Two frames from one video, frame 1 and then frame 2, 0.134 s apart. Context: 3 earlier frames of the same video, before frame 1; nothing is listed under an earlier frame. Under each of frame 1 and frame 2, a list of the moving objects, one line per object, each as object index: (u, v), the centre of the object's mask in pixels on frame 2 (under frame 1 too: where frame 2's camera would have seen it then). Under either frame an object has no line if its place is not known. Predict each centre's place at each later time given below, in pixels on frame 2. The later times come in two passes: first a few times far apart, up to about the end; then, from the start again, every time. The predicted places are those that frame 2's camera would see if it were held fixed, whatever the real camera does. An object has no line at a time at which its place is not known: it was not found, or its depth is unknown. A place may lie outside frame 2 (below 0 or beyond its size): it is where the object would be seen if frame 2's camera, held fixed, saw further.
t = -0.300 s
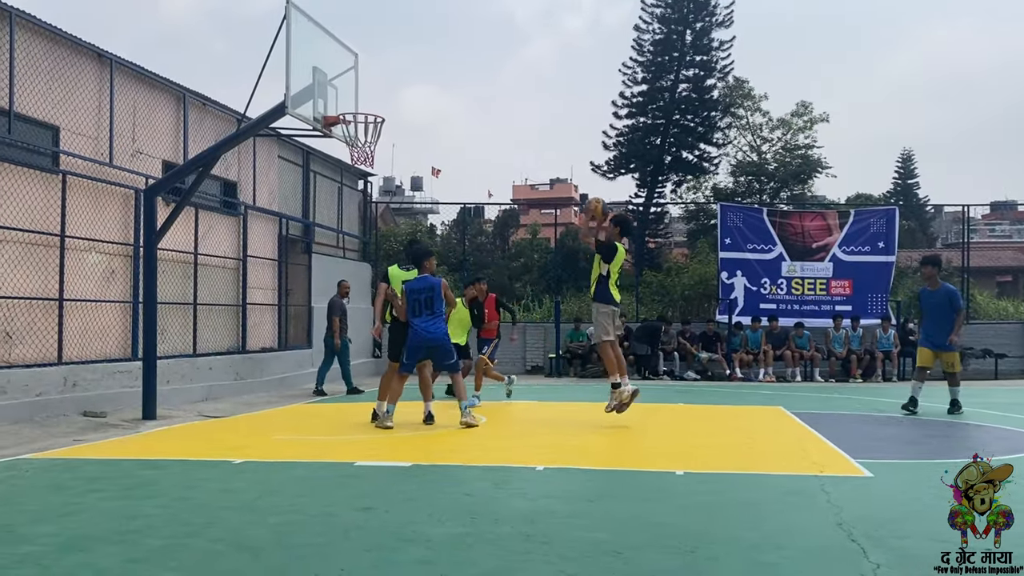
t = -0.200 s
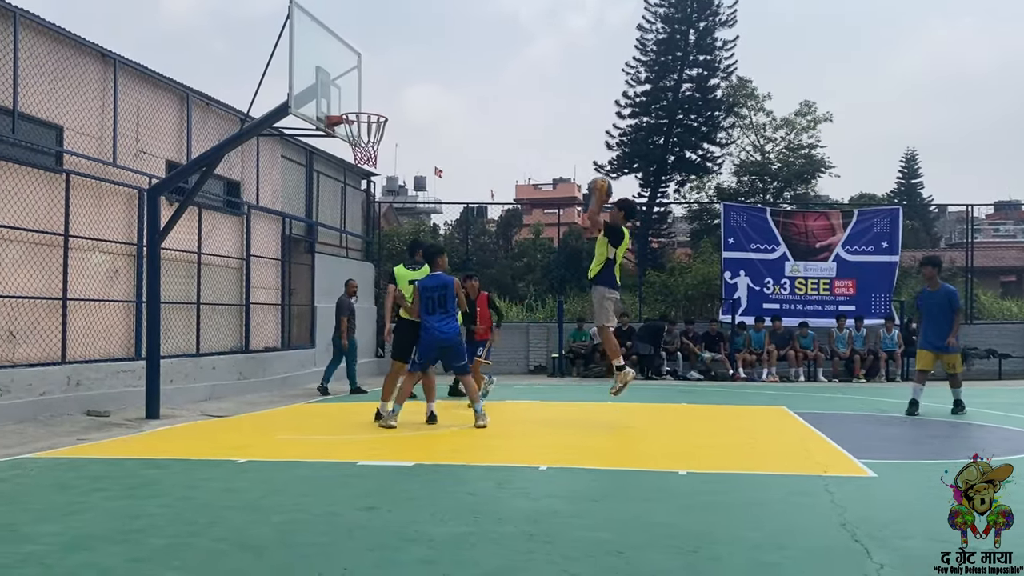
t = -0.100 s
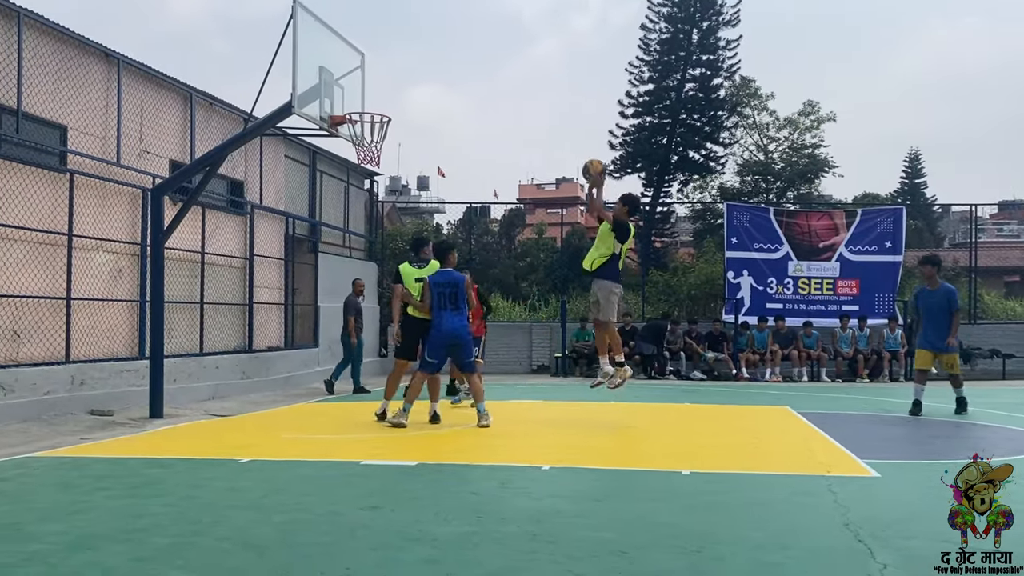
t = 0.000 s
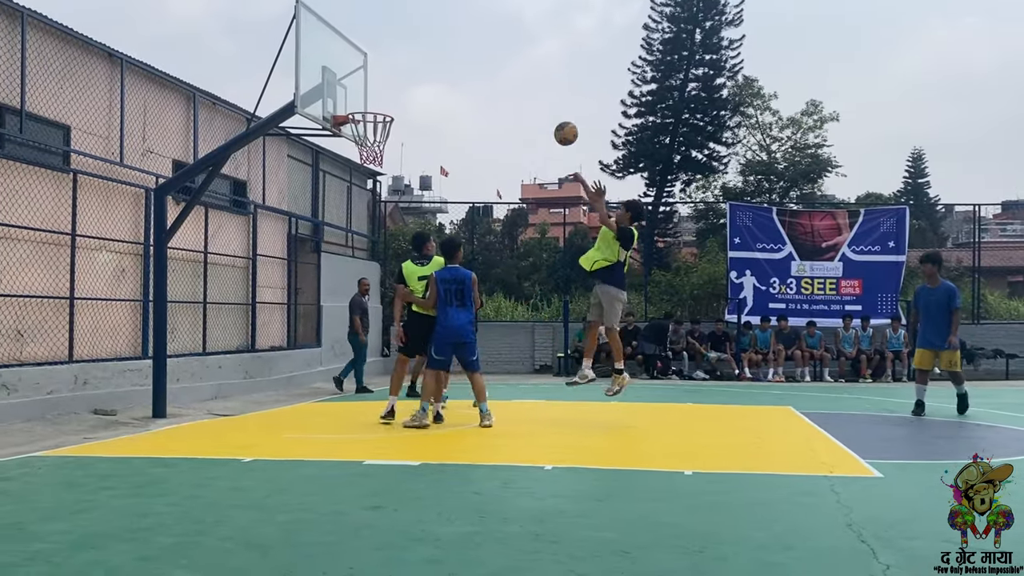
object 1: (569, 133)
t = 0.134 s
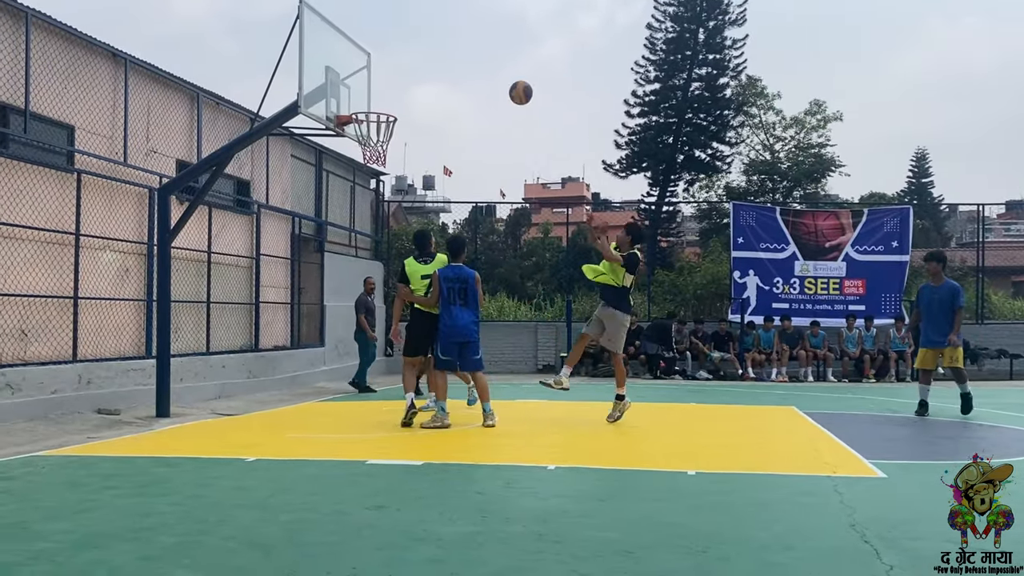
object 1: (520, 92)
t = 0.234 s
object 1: (485, 74)
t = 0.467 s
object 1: (406, 69)
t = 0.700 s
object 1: (364, 111)
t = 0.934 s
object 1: (396, 136)
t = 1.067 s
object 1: (395, 143)
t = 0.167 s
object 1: (509, 85)
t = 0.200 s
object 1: (497, 79)
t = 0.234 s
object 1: (485, 74)
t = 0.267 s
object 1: (474, 70)
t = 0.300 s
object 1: (462, 67)
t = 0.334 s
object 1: (451, 65)
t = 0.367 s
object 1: (439, 65)
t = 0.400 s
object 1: (428, 65)
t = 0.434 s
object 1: (417, 67)
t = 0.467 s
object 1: (406, 69)
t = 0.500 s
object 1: (395, 73)
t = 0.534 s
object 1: (384, 77)
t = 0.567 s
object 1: (373, 83)
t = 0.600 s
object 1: (362, 89)
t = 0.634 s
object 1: (351, 97)
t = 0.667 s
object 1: (356, 104)
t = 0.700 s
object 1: (364, 111)
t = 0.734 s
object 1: (373, 118)
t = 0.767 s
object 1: (382, 125)
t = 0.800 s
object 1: (389, 133)
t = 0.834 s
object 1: (393, 135)
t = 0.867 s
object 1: (394, 136)
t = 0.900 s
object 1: (395, 136)
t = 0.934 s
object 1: (396, 136)
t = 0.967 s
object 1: (396, 136)
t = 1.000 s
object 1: (396, 138)
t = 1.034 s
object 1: (396, 141)
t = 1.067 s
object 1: (395, 143)
